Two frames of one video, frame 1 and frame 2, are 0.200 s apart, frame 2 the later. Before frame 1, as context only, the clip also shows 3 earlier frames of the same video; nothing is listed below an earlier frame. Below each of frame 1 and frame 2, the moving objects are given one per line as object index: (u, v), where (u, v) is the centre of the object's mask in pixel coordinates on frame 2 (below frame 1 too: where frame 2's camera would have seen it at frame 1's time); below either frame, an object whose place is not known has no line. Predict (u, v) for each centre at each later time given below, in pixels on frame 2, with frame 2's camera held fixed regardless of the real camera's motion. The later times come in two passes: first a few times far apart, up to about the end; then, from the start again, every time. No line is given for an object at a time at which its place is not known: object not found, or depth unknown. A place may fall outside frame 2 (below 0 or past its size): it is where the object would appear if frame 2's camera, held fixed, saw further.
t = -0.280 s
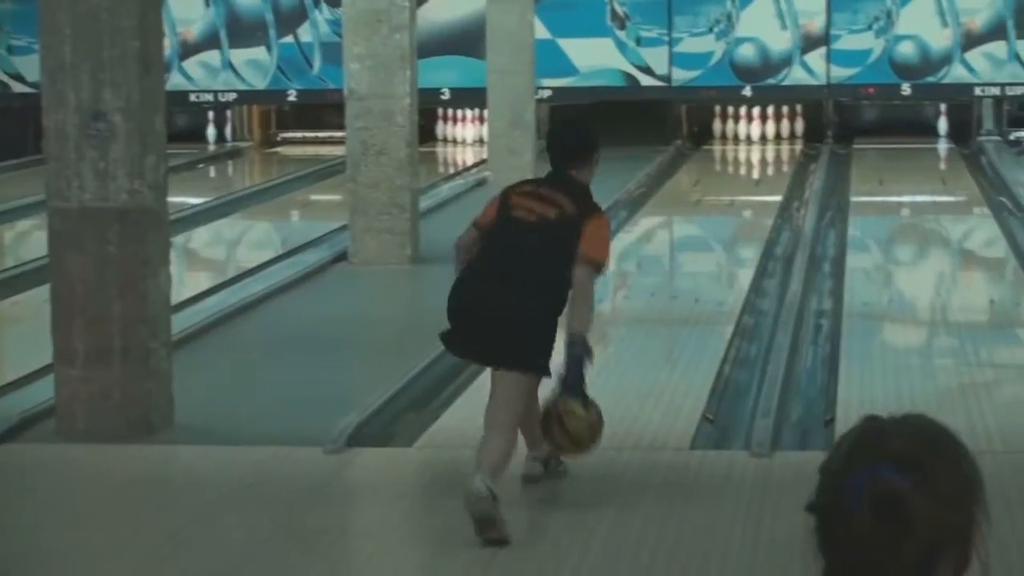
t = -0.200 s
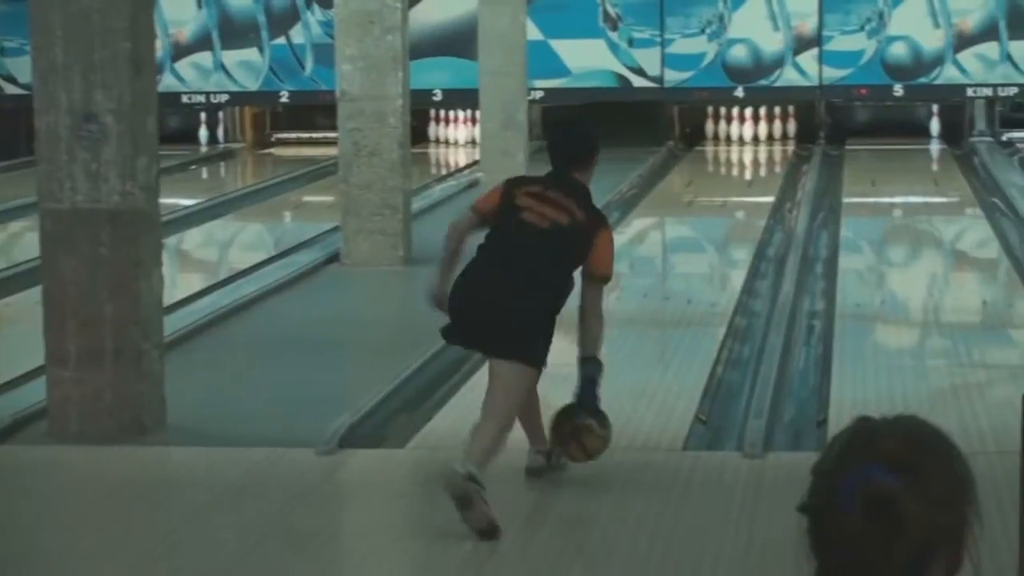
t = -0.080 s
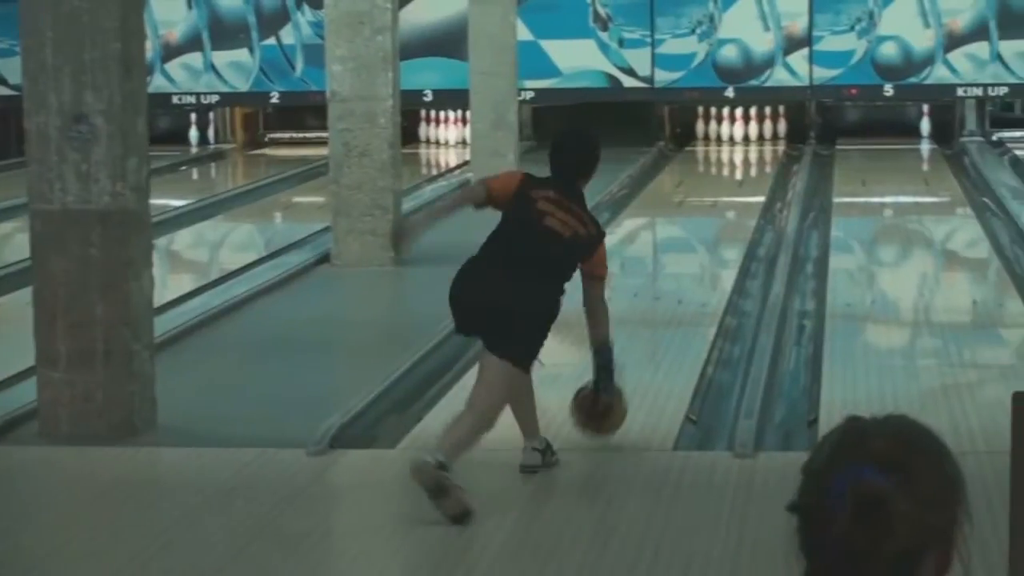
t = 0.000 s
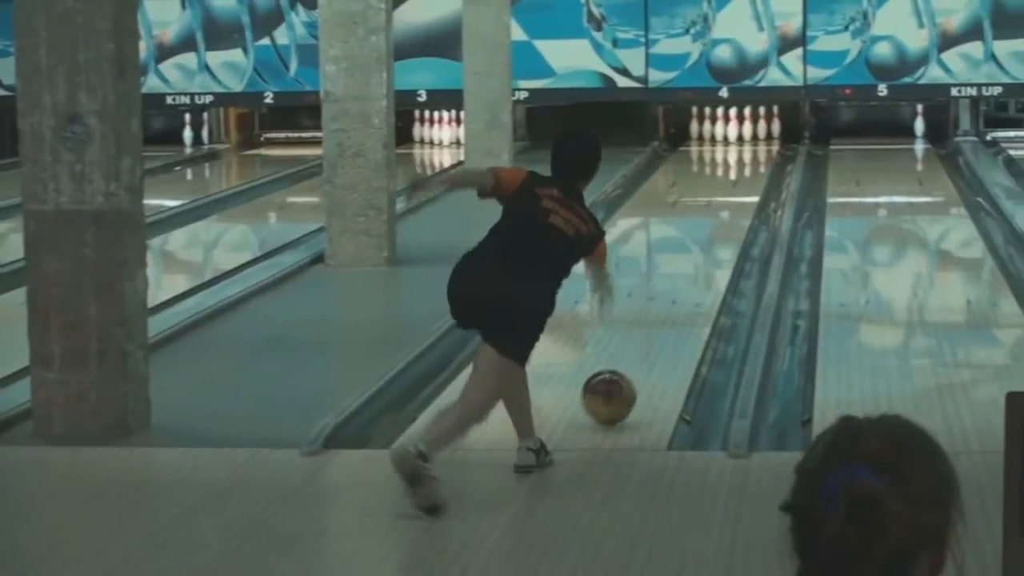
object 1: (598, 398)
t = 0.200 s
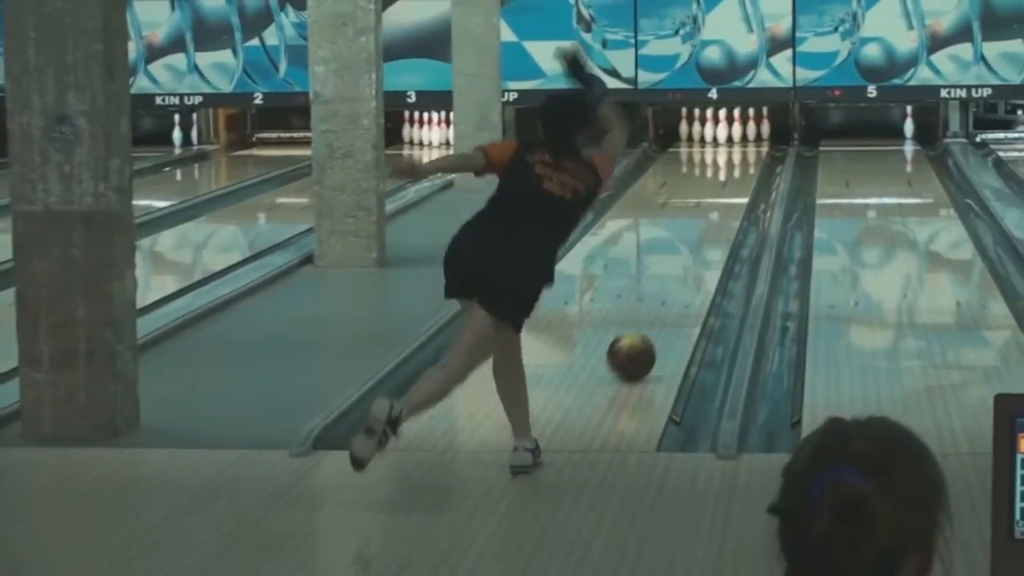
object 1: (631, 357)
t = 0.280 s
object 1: (643, 342)
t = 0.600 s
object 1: (679, 293)
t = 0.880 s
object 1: (702, 260)
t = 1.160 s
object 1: (720, 233)
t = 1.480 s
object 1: (734, 210)
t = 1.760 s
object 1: (742, 192)
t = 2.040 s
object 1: (747, 179)
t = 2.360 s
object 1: (747, 166)
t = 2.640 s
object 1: (746, 157)
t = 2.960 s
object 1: (745, 147)
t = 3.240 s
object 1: (744, 140)
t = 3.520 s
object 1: (745, 134)
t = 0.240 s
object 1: (637, 349)
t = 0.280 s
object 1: (643, 342)
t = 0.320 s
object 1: (648, 335)
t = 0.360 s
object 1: (653, 328)
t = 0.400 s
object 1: (658, 322)
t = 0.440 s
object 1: (662, 315)
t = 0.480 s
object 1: (666, 310)
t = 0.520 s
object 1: (671, 304)
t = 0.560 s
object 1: (675, 298)
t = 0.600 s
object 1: (679, 293)
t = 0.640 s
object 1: (682, 288)
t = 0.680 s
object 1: (686, 283)
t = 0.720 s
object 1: (689, 278)
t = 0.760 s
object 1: (693, 273)
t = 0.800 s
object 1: (696, 269)
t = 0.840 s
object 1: (699, 264)
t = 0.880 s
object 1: (702, 260)
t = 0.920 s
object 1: (705, 256)
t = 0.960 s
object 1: (707, 252)
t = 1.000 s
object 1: (710, 248)
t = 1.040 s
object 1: (712, 244)
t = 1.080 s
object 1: (715, 241)
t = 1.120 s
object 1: (717, 237)
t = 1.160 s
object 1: (720, 233)
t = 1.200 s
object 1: (722, 230)
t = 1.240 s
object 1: (724, 227)
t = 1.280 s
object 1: (725, 224)
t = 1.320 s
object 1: (727, 221)
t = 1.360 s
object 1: (728, 218)
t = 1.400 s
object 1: (730, 215)
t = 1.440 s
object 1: (732, 212)
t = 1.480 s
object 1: (734, 210)
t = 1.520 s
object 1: (735, 207)
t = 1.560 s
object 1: (736, 204)
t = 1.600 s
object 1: (737, 202)
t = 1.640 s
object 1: (738, 200)
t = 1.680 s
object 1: (740, 197)
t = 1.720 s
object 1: (741, 195)
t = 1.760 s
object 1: (742, 192)
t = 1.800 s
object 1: (743, 190)
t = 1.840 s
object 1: (743, 188)
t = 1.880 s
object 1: (744, 186)
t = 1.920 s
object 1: (744, 184)
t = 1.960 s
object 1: (745, 182)
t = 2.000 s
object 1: (746, 181)
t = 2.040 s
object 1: (747, 179)
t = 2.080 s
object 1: (746, 177)
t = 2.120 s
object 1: (747, 175)
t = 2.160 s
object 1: (747, 174)
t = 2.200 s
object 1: (747, 172)
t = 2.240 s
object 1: (747, 172)
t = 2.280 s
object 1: (747, 169)
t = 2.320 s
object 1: (747, 168)
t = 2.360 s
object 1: (747, 166)
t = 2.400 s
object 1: (747, 165)
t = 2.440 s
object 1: (748, 163)
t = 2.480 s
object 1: (747, 163)
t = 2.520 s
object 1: (747, 160)
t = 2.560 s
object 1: (747, 159)
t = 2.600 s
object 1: (746, 158)
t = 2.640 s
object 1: (746, 157)
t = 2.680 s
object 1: (747, 155)
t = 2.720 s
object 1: (746, 154)
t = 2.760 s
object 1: (745, 154)
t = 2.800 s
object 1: (746, 152)
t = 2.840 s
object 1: (746, 151)
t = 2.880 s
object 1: (745, 150)
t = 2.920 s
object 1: (745, 149)
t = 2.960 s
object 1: (745, 147)
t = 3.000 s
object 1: (744, 146)
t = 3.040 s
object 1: (745, 145)
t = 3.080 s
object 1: (744, 144)
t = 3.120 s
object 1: (744, 143)
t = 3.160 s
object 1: (744, 142)
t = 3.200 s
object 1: (744, 141)
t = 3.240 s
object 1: (744, 140)
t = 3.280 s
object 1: (743, 139)
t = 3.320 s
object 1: (743, 138)
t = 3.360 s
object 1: (743, 137)
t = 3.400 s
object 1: (743, 136)
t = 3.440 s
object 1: (743, 136)
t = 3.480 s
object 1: (742, 135)
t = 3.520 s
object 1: (745, 134)
